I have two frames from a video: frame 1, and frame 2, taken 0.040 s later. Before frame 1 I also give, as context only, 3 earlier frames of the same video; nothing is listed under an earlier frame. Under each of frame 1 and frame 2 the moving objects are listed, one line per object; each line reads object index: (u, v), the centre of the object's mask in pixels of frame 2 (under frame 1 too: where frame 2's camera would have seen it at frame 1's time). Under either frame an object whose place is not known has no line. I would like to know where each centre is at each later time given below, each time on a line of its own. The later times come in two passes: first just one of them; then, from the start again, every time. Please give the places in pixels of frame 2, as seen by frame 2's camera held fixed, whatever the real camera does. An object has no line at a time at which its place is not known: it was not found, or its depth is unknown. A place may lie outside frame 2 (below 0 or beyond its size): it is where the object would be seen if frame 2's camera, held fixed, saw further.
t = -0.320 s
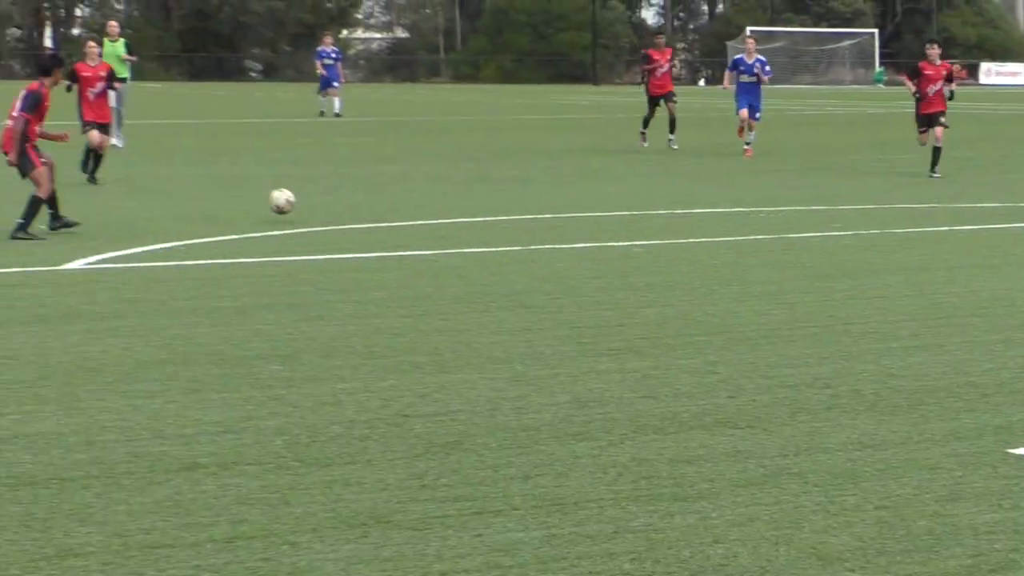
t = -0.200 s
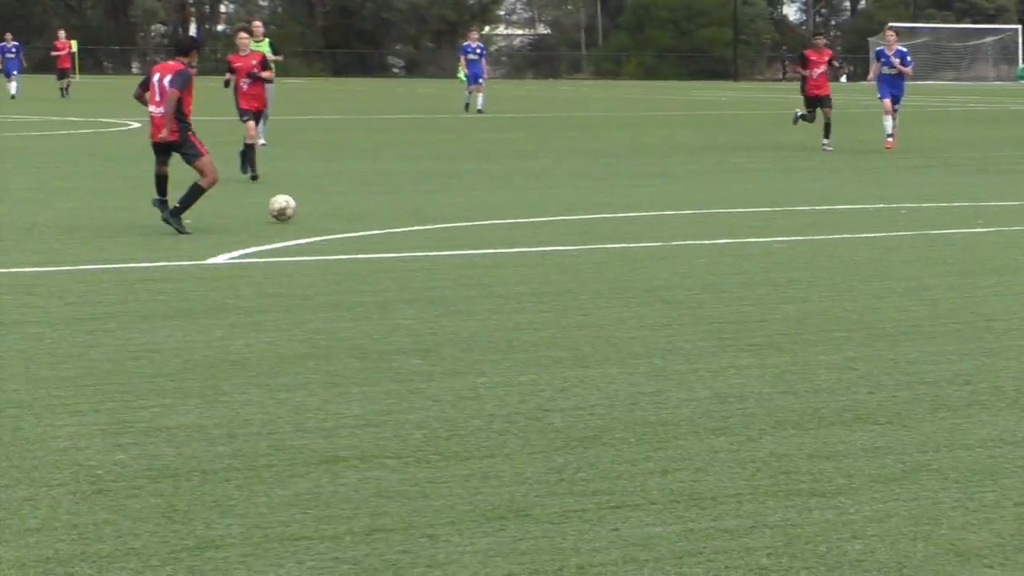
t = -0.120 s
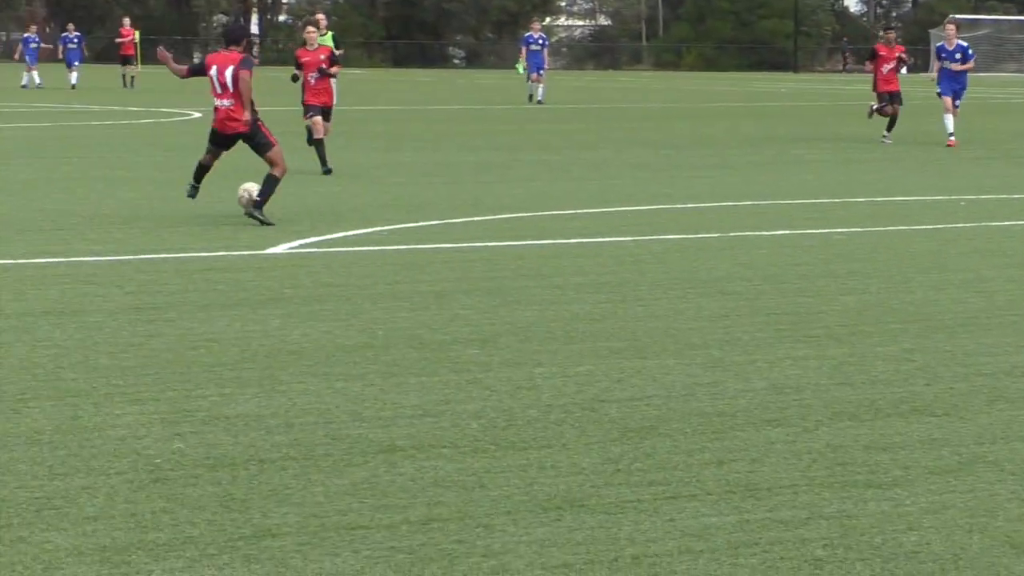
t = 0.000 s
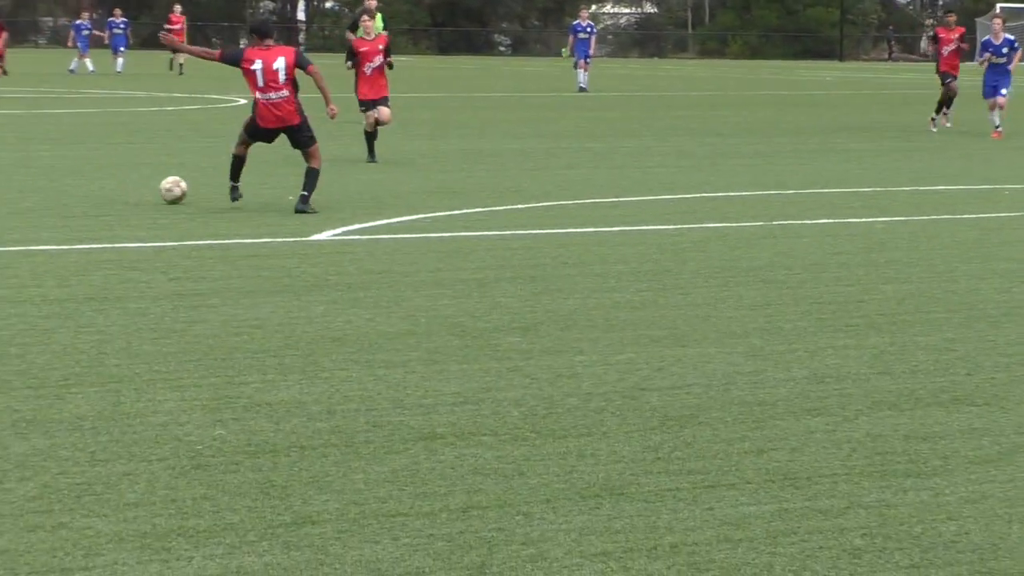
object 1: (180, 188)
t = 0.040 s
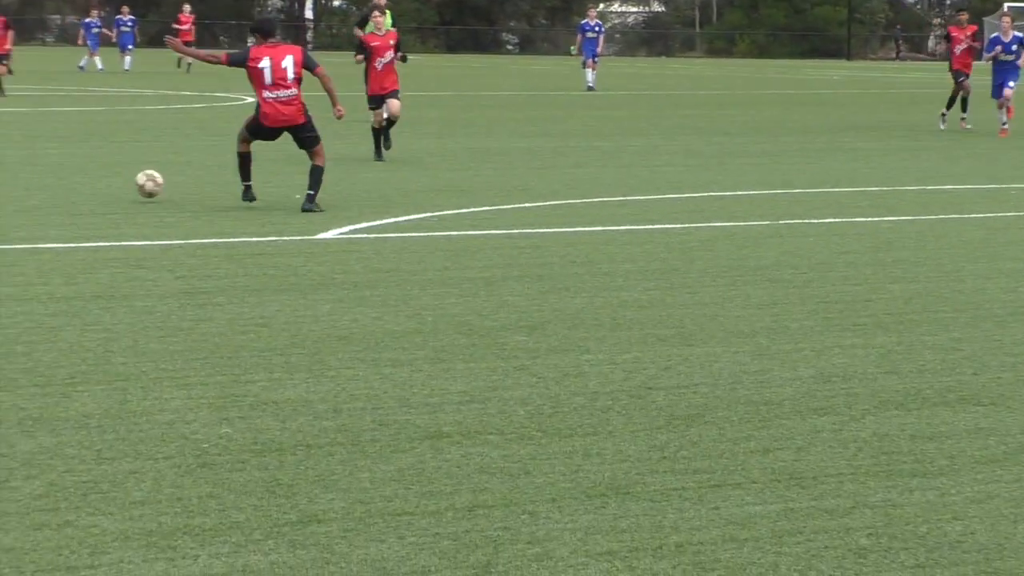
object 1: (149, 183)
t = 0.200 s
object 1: (21, 186)
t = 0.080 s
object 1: (117, 181)
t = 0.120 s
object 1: (85, 181)
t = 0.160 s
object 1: (53, 183)
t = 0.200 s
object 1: (21, 186)
